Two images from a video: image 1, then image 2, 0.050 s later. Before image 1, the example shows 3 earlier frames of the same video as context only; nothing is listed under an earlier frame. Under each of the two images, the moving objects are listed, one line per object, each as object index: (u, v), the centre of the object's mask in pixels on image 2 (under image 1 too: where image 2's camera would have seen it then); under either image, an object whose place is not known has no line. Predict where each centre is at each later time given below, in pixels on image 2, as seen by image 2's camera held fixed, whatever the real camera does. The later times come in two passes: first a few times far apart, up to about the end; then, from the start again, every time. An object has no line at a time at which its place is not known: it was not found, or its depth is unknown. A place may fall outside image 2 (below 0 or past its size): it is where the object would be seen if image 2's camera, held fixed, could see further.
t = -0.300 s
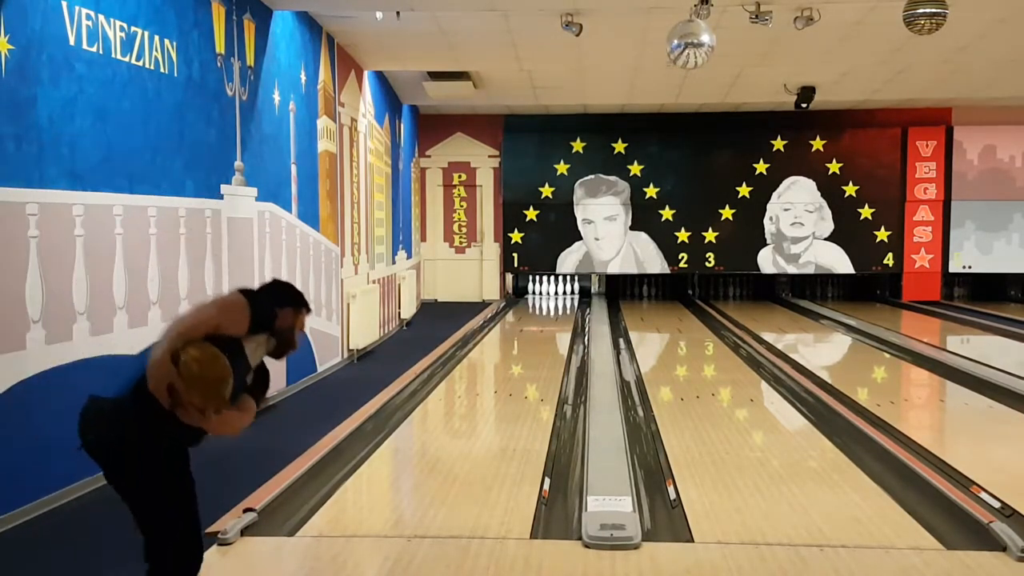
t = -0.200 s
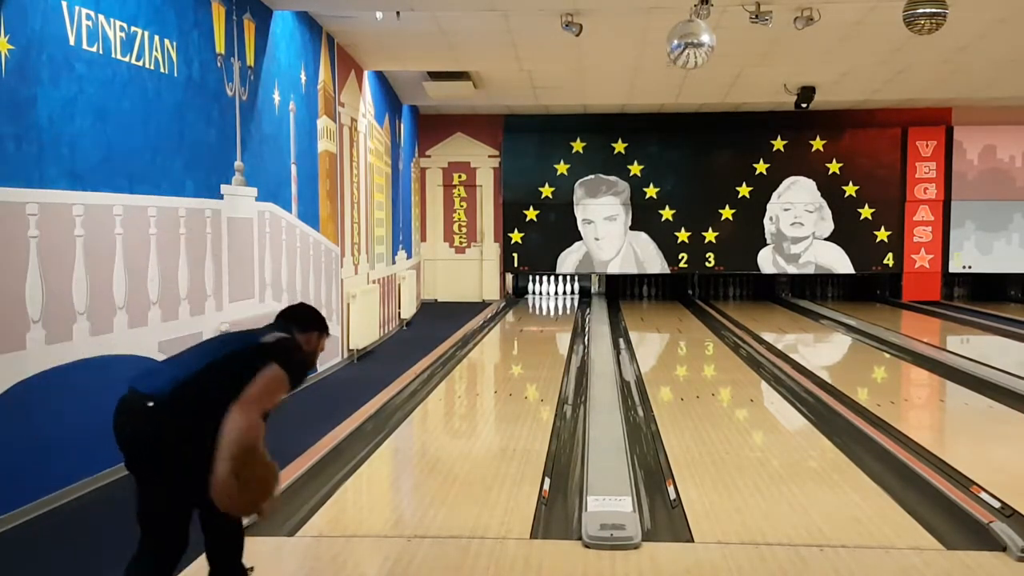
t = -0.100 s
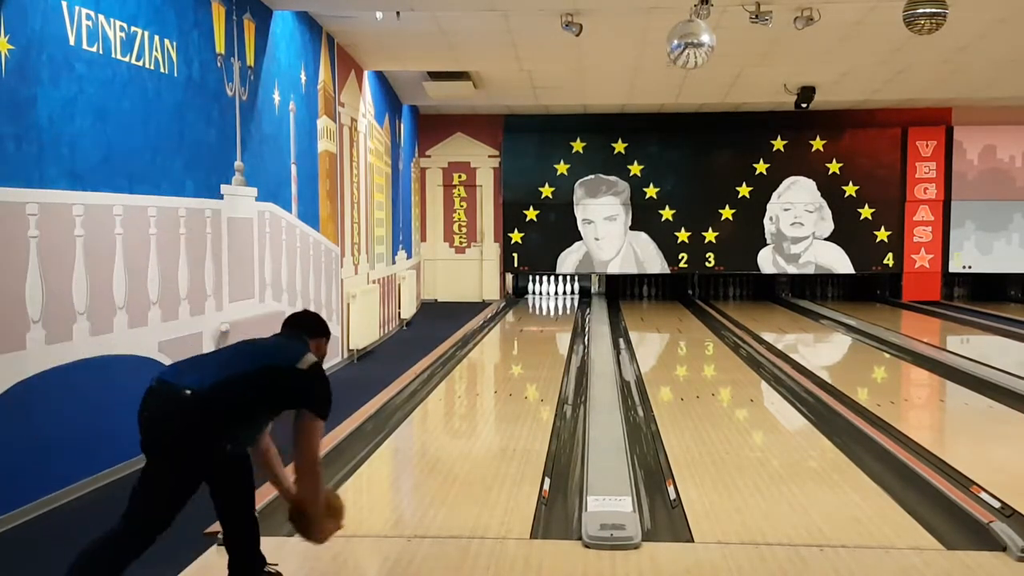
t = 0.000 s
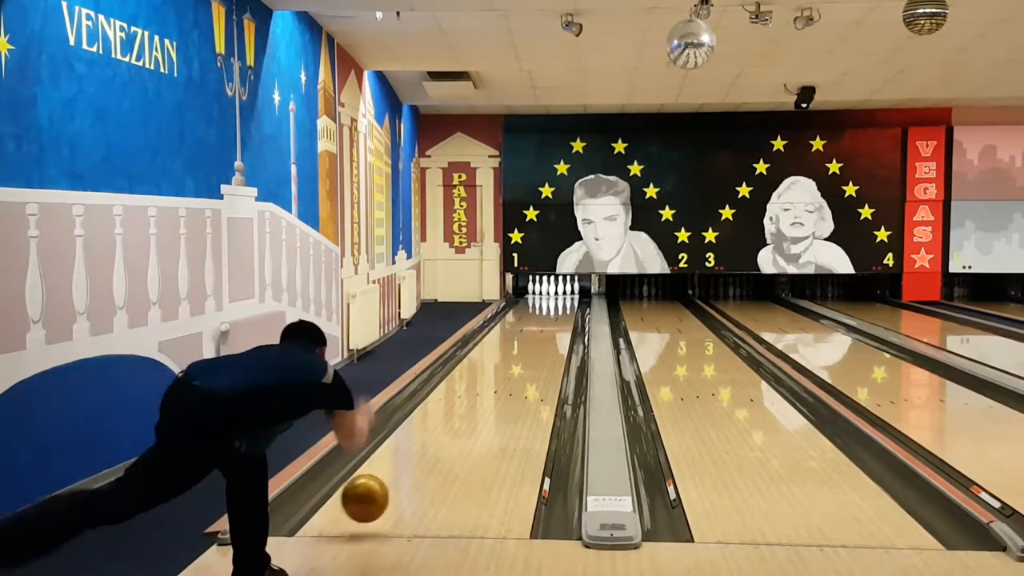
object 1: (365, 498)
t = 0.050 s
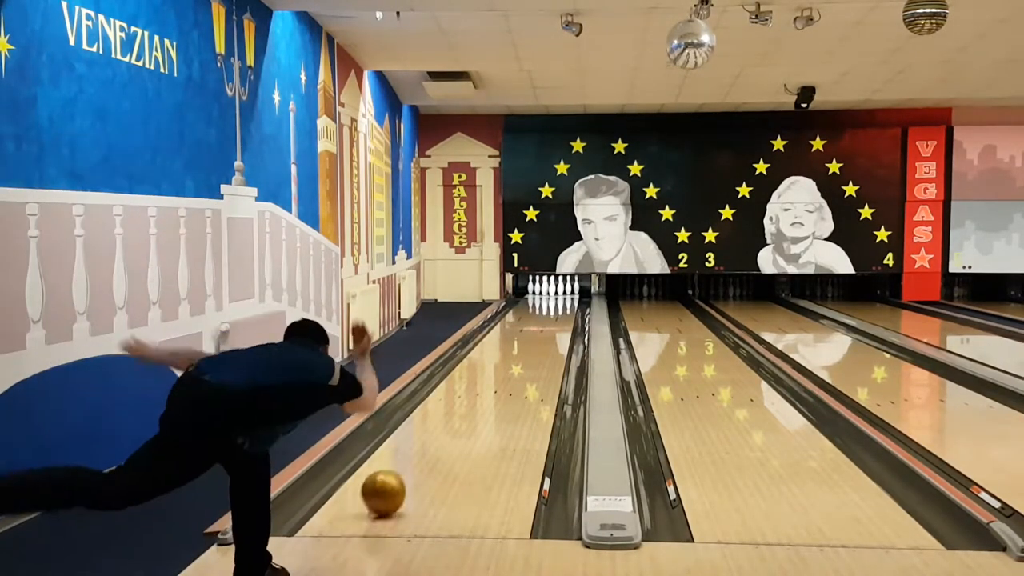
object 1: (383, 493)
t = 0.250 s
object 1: (438, 438)
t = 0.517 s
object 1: (482, 392)
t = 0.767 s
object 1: (509, 365)
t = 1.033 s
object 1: (528, 345)
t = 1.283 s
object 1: (540, 330)
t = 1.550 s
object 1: (550, 318)
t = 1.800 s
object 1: (556, 308)
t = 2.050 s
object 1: (559, 301)
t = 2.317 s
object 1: (557, 295)
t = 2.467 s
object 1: (555, 293)
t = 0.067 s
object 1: (389, 485)
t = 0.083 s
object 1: (395, 479)
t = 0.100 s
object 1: (400, 474)
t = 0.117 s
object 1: (405, 469)
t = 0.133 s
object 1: (409, 466)
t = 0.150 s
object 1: (414, 462)
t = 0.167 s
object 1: (418, 457)
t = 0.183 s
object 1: (422, 453)
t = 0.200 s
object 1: (426, 449)
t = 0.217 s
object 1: (430, 445)
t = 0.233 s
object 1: (434, 442)
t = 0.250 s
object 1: (438, 438)
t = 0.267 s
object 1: (441, 434)
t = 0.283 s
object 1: (445, 431)
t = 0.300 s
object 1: (448, 427)
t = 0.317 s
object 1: (451, 424)
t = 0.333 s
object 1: (455, 421)
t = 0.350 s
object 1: (457, 418)
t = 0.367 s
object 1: (460, 415)
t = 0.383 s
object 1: (463, 412)
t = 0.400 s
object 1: (466, 409)
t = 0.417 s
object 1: (468, 407)
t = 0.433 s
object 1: (471, 404)
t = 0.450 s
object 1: (473, 402)
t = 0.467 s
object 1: (475, 399)
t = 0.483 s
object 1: (478, 397)
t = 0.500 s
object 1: (480, 395)
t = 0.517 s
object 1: (482, 392)
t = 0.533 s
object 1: (484, 390)
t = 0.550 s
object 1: (486, 388)
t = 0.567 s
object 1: (489, 386)
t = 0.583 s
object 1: (491, 384)
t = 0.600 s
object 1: (493, 382)
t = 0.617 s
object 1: (494, 380)
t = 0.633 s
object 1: (496, 378)
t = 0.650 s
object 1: (498, 376)
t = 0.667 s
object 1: (500, 375)
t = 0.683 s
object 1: (501, 373)
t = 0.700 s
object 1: (503, 371)
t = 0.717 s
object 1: (504, 370)
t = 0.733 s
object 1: (506, 368)
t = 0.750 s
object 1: (507, 367)
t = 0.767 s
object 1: (509, 365)
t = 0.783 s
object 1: (510, 364)
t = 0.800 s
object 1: (511, 362)
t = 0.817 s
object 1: (512, 361)
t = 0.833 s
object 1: (514, 359)
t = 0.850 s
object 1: (515, 358)
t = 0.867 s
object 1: (516, 356)
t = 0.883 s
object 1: (517, 355)
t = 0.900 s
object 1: (519, 354)
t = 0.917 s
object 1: (520, 353)
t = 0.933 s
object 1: (521, 352)
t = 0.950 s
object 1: (522, 350)
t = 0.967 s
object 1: (523, 348)
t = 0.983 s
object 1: (524, 348)
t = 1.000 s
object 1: (525, 347)
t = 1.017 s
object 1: (526, 346)
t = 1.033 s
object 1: (528, 345)
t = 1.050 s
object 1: (528, 344)
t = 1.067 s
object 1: (530, 342)
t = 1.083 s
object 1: (531, 342)
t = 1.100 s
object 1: (531, 340)
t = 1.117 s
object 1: (532, 339)
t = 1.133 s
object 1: (533, 339)
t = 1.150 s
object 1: (534, 337)
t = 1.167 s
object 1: (535, 336)
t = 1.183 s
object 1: (535, 335)
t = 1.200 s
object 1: (536, 335)
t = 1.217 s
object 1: (537, 334)
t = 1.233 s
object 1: (538, 333)
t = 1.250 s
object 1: (539, 332)
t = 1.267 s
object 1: (539, 331)
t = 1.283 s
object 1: (540, 330)
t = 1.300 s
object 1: (541, 329)
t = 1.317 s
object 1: (542, 328)
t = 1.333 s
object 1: (542, 327)
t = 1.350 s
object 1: (543, 326)
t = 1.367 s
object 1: (543, 326)
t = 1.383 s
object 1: (544, 325)
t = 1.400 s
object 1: (545, 324)
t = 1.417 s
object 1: (546, 323)
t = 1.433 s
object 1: (547, 322)
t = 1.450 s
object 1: (547, 322)
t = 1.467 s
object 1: (548, 321)
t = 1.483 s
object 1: (549, 320)
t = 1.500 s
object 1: (549, 320)
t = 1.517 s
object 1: (549, 319)
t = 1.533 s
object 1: (550, 318)
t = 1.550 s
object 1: (550, 318)
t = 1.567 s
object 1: (550, 317)
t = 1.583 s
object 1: (551, 316)
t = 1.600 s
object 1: (551, 316)
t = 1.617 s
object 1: (553, 315)
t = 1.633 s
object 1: (553, 314)
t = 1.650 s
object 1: (553, 314)
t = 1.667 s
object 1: (554, 313)
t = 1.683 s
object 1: (554, 313)
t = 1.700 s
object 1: (555, 312)
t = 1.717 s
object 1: (555, 312)
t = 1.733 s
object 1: (555, 310)
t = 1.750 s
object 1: (556, 310)
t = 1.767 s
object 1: (556, 310)
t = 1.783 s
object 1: (556, 309)
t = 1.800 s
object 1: (556, 308)
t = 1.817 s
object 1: (556, 308)
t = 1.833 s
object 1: (557, 308)
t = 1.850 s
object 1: (557, 307)
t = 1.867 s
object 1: (557, 306)
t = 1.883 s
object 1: (557, 306)
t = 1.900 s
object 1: (558, 305)
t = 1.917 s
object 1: (558, 305)
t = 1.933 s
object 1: (558, 304)
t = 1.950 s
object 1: (558, 304)
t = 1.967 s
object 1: (559, 303)
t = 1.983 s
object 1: (559, 303)
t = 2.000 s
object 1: (558, 302)
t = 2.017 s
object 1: (558, 302)
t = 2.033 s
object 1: (559, 302)
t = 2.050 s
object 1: (559, 301)
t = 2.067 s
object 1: (559, 301)
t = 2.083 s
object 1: (559, 300)
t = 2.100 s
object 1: (559, 300)
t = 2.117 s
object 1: (559, 300)
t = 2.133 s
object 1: (559, 300)
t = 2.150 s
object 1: (559, 299)
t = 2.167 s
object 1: (559, 299)
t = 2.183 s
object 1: (559, 299)
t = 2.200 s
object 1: (559, 298)
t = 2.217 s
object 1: (558, 298)
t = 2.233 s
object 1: (558, 297)
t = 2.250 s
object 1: (558, 297)
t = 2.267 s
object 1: (558, 296)
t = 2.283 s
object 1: (558, 296)
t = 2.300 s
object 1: (558, 295)
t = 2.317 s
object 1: (557, 295)
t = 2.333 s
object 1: (557, 295)
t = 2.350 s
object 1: (557, 294)
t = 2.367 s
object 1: (557, 294)
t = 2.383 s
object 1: (556, 294)
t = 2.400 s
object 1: (556, 293)
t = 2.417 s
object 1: (556, 293)
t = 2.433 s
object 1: (555, 293)
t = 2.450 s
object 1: (555, 293)
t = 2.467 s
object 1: (555, 293)
